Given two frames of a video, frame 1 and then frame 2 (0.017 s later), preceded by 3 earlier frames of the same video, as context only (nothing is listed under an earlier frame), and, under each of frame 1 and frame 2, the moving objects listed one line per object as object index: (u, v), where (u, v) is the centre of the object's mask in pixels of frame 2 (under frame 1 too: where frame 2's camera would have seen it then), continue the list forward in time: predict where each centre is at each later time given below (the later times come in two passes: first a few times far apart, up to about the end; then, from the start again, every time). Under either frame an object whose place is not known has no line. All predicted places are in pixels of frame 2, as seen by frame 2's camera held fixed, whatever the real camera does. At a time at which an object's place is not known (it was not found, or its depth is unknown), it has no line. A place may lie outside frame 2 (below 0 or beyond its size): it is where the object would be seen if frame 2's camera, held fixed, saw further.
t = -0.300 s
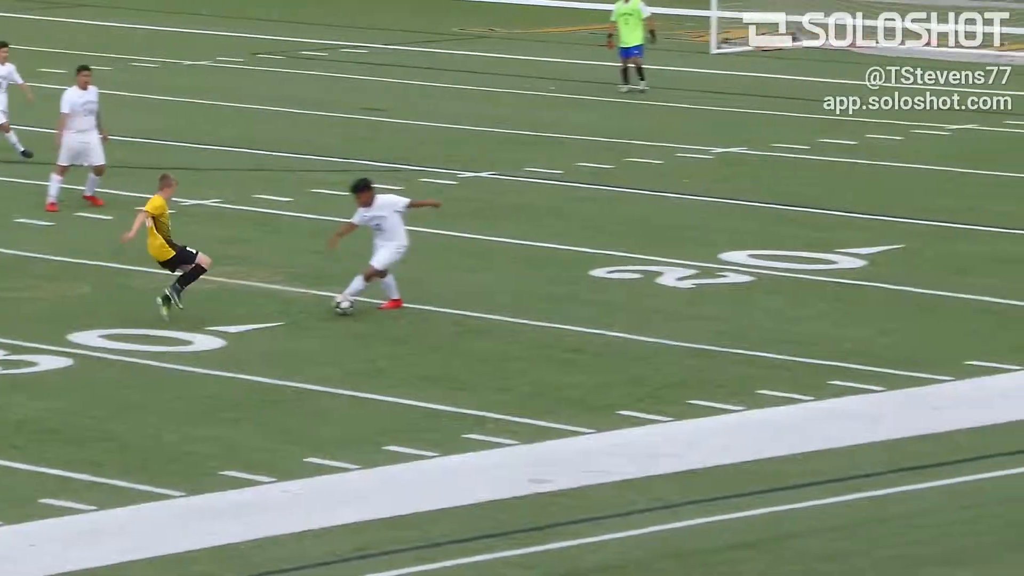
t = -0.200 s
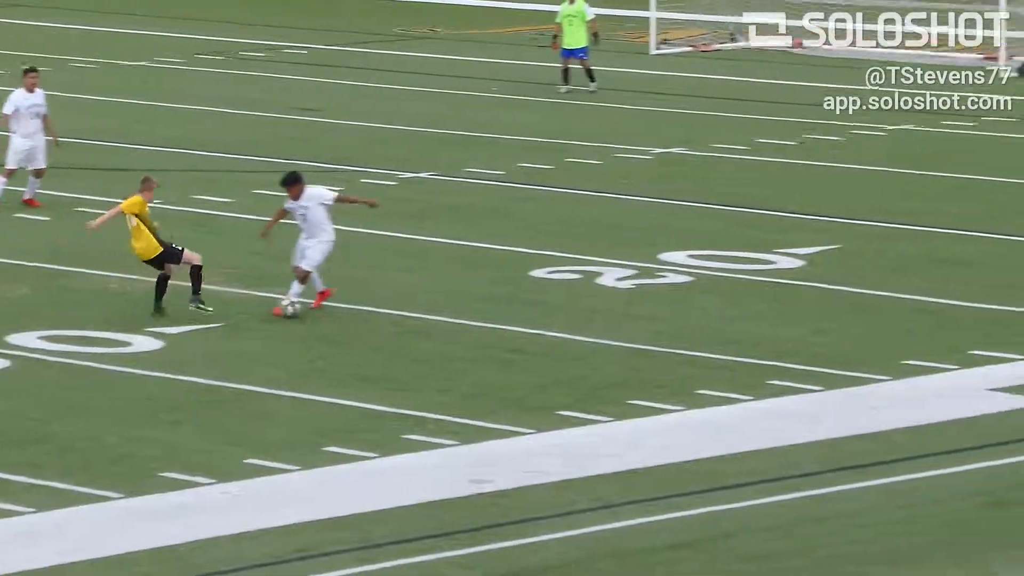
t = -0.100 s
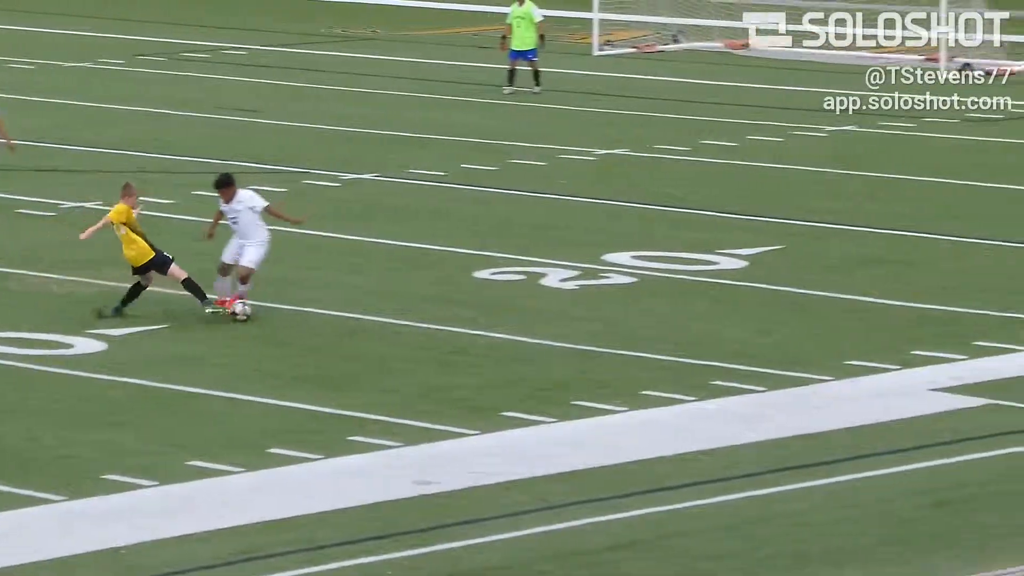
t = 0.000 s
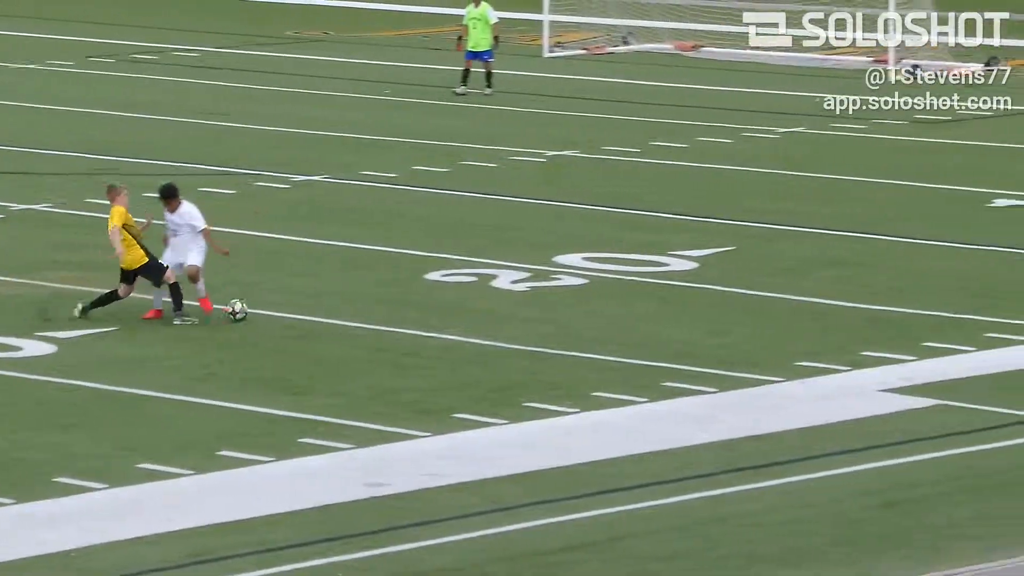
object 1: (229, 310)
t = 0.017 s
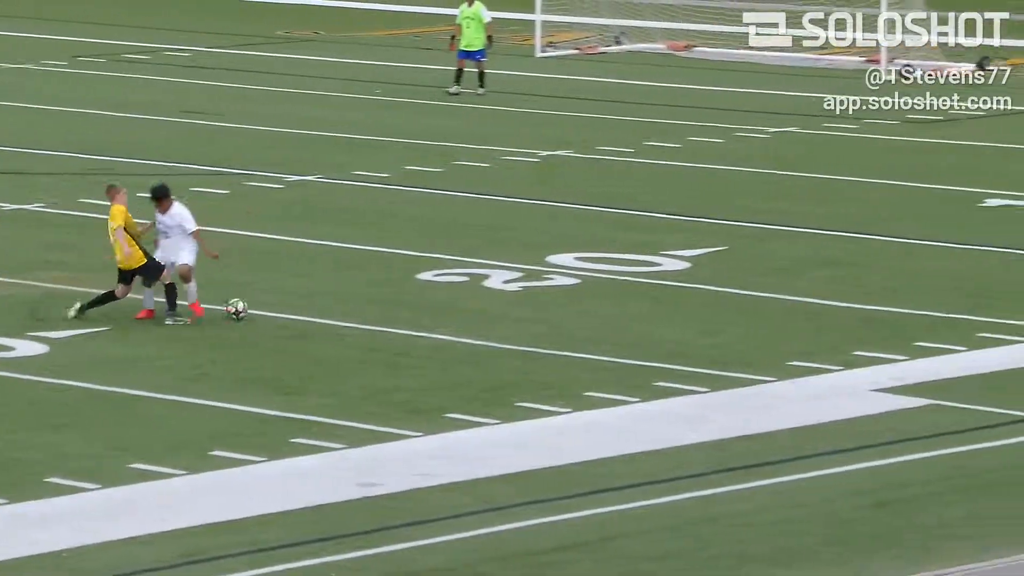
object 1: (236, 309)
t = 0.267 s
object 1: (342, 300)
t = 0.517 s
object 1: (419, 294)
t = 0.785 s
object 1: (482, 289)
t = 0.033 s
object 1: (245, 309)
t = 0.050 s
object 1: (253, 308)
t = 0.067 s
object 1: (260, 308)
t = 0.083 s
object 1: (267, 307)
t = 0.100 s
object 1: (275, 306)
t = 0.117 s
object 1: (281, 305)
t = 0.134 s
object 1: (289, 304)
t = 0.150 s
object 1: (296, 305)
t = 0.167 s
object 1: (303, 303)
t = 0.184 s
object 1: (310, 303)
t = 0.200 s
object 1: (316, 302)
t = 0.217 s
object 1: (323, 302)
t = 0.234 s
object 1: (329, 301)
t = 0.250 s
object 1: (335, 301)
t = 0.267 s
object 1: (342, 300)
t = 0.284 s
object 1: (347, 299)
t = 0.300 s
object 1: (353, 299)
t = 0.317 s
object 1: (359, 299)
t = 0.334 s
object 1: (365, 298)
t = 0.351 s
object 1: (369, 298)
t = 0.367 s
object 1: (375, 297)
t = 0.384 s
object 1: (380, 296)
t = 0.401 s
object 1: (386, 296)
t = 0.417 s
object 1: (391, 296)
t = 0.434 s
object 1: (396, 295)
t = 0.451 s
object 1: (400, 295)
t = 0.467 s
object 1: (406, 294)
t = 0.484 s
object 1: (410, 294)
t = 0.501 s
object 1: (415, 294)
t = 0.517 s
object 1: (419, 294)
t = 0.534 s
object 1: (424, 293)
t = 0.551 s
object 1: (428, 293)
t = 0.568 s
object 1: (432, 293)
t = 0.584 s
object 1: (436, 292)
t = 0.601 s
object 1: (440, 292)
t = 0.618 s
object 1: (443, 292)
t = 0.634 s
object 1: (448, 291)
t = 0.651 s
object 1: (452, 291)
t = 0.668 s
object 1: (456, 291)
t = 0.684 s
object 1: (459, 290)
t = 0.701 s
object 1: (464, 290)
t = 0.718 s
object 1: (467, 291)
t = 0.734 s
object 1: (471, 290)
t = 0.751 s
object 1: (475, 290)
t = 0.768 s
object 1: (478, 290)
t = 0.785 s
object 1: (482, 289)
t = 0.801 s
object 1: (486, 288)
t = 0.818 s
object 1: (490, 289)
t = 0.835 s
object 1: (493, 287)
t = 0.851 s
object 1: (497, 288)
